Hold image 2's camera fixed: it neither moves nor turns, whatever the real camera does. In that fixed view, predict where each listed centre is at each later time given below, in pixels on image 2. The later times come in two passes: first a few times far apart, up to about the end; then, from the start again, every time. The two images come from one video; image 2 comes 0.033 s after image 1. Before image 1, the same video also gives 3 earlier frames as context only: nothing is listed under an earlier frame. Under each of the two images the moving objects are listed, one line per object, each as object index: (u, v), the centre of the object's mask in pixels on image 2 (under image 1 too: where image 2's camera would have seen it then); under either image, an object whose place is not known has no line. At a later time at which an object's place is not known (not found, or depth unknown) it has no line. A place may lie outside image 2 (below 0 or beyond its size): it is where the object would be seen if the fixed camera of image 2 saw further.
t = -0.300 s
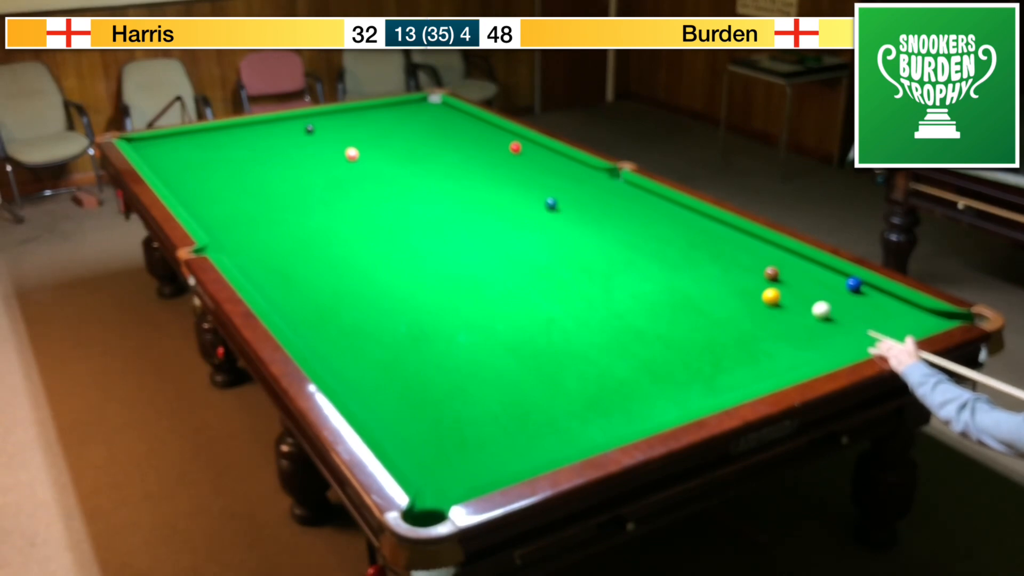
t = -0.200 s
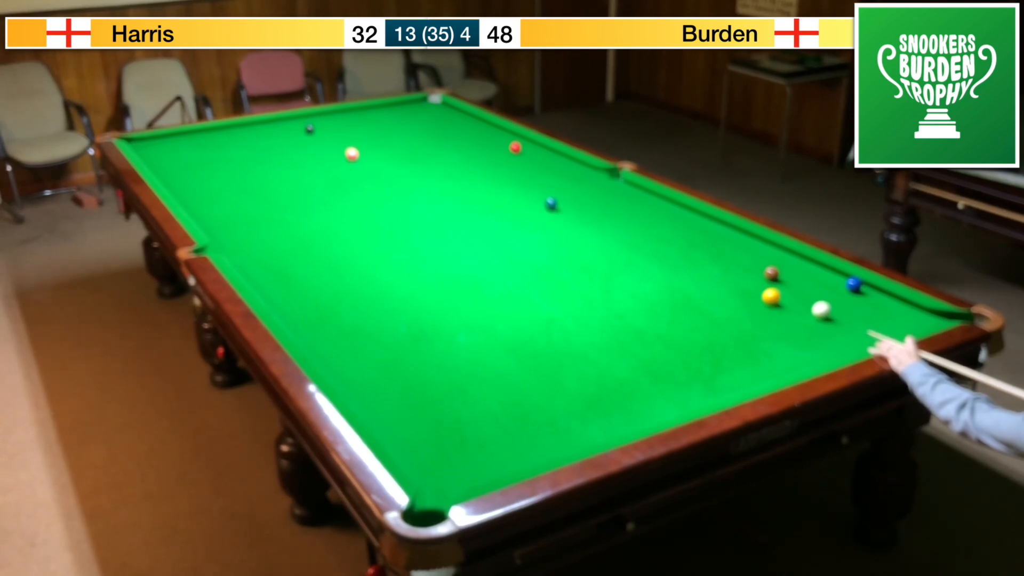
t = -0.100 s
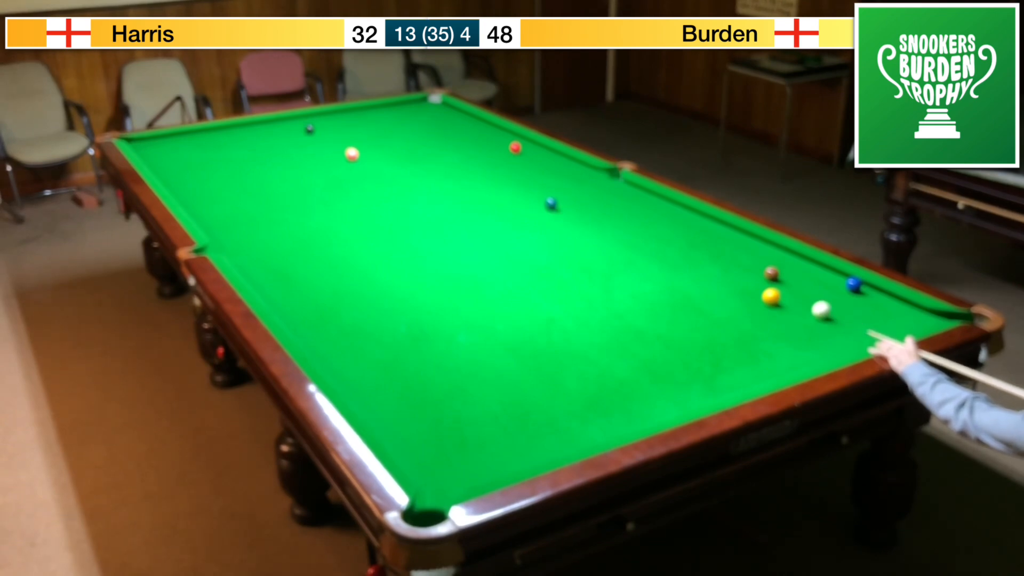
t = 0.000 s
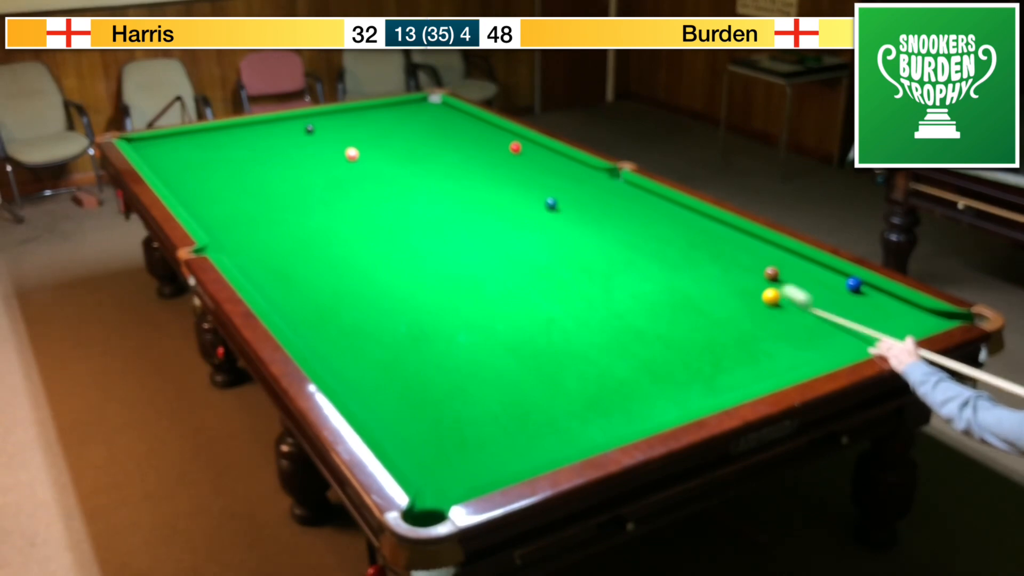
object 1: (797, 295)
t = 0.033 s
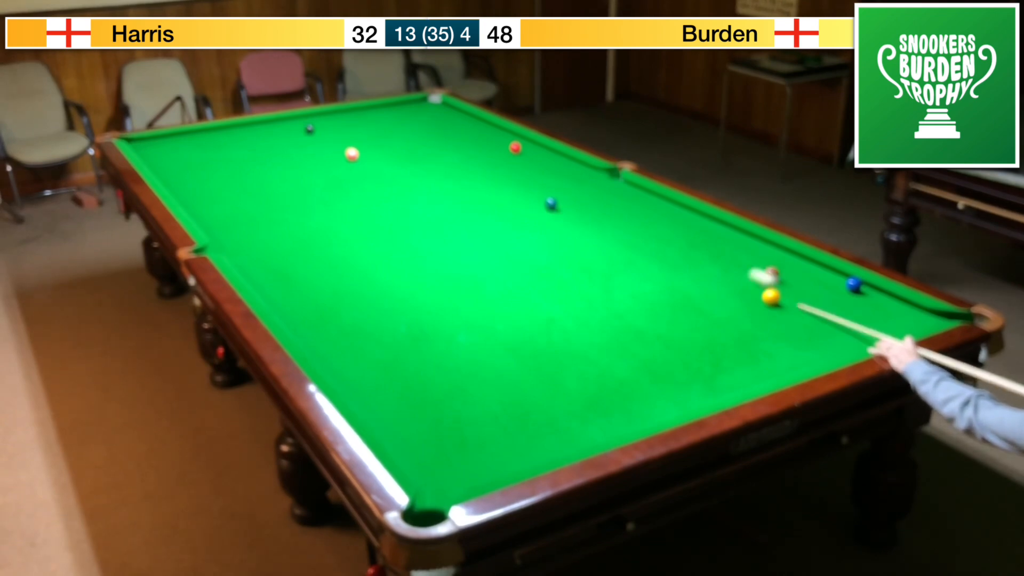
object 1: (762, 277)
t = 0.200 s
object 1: (635, 210)
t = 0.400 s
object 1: (538, 158)
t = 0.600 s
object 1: (532, 144)
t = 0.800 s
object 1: (526, 142)
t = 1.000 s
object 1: (514, 142)
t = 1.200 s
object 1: (502, 141)
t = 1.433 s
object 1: (489, 140)
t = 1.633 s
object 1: (479, 140)
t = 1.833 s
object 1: (470, 140)
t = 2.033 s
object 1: (462, 140)
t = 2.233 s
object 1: (455, 140)
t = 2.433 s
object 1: (449, 140)
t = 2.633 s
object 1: (444, 139)
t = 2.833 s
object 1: (439, 139)
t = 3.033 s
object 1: (435, 139)
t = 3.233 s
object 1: (433, 139)
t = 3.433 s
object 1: (431, 139)
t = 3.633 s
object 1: (430, 139)
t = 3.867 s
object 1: (430, 139)
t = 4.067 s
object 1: (430, 139)
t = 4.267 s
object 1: (430, 139)
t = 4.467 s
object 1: (430, 139)
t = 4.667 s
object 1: (430, 139)
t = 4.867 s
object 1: (430, 139)
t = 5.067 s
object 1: (430, 139)
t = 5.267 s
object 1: (430, 139)
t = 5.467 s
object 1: (430, 139)
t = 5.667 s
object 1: (430, 139)
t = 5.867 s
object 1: (430, 139)
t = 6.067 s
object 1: (430, 139)
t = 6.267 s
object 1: (430, 139)
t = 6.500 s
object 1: (430, 139)
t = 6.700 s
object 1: (430, 139)
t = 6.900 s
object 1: (430, 139)
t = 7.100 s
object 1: (430, 139)
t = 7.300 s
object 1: (430, 139)
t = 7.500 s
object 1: (430, 139)
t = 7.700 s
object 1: (430, 139)
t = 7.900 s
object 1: (430, 139)
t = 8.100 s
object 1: (430, 139)
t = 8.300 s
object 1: (430, 139)
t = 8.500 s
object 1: (430, 139)
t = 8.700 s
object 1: (430, 139)
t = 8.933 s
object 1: (430, 139)
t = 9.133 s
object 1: (430, 139)
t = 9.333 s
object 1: (430, 139)
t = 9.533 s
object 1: (430, 139)
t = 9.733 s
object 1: (430, 139)
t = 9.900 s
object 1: (430, 139)
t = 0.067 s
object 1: (732, 261)
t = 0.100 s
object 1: (704, 246)
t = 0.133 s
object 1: (680, 233)
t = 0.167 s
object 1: (657, 221)
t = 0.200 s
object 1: (635, 210)
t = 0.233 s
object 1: (616, 200)
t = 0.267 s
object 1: (598, 190)
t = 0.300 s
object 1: (581, 181)
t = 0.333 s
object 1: (566, 173)
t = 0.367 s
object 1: (552, 165)
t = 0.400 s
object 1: (538, 158)
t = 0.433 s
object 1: (526, 151)
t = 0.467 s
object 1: (524, 148)
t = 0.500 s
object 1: (527, 147)
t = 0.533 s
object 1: (529, 147)
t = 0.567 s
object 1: (530, 145)
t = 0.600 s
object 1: (532, 144)
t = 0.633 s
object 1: (533, 143)
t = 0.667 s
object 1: (535, 142)
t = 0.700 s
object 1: (533, 142)
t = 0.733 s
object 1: (531, 142)
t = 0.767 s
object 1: (528, 142)
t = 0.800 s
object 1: (526, 142)
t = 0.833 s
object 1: (524, 142)
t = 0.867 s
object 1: (522, 142)
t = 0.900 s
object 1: (520, 142)
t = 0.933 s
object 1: (518, 142)
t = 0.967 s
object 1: (516, 142)
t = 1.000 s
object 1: (514, 142)
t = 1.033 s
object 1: (512, 142)
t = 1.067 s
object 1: (509, 141)
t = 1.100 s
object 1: (507, 141)
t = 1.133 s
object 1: (506, 141)
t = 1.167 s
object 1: (503, 142)
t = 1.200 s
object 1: (502, 141)
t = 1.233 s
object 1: (500, 141)
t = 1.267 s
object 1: (498, 141)
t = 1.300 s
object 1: (496, 141)
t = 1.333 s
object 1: (494, 141)
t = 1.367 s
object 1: (493, 141)
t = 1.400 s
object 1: (491, 140)
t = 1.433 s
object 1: (489, 140)
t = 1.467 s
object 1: (487, 140)
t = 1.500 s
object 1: (486, 141)
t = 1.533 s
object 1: (484, 141)
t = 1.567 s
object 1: (483, 141)
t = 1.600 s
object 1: (481, 140)
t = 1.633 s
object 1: (479, 140)
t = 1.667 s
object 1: (478, 140)
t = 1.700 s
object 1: (476, 140)
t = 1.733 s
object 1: (475, 140)
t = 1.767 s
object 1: (473, 140)
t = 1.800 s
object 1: (472, 140)
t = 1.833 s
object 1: (470, 140)
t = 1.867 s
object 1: (469, 140)
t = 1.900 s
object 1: (468, 140)
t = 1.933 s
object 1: (466, 140)
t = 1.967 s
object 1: (465, 140)
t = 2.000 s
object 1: (463, 140)
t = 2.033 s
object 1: (462, 140)
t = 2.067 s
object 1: (461, 140)
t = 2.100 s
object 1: (460, 140)
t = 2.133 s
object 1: (459, 140)
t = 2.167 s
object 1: (457, 140)
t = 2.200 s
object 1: (456, 140)
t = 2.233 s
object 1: (455, 140)
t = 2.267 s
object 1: (454, 140)
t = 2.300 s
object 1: (453, 140)
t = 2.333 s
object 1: (452, 140)
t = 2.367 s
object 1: (451, 140)
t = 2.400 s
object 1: (450, 140)
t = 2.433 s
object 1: (449, 140)
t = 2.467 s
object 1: (448, 140)
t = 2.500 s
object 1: (447, 139)
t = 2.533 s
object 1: (446, 139)
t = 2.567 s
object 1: (445, 139)
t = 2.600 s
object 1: (445, 139)
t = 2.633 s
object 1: (444, 139)
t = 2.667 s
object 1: (443, 139)
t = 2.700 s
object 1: (442, 139)
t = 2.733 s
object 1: (441, 139)
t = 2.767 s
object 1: (441, 139)
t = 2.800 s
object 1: (440, 139)
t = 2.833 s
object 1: (439, 139)
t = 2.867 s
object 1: (438, 139)
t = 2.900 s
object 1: (438, 139)
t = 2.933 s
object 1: (437, 139)
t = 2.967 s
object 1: (437, 139)
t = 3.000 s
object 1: (436, 139)
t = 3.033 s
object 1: (435, 139)
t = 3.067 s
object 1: (435, 139)
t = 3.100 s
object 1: (434, 139)
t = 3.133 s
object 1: (434, 139)
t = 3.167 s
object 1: (433, 139)
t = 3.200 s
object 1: (433, 139)
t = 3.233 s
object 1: (433, 139)
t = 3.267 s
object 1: (432, 139)
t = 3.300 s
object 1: (432, 139)
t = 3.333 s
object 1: (432, 139)
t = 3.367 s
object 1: (431, 139)
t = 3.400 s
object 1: (431, 139)
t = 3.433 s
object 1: (431, 139)
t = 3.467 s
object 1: (431, 139)
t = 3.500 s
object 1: (430, 139)
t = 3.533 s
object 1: (430, 139)
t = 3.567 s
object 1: (430, 139)
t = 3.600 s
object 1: (430, 139)
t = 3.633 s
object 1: (430, 139)
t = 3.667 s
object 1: (430, 139)
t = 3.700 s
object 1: (430, 139)
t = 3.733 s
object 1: (430, 139)
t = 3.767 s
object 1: (430, 139)
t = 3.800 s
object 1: (430, 139)
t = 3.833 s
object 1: (430, 139)
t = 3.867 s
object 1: (430, 139)
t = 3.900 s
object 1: (430, 139)
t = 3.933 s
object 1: (430, 139)
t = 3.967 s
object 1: (430, 139)
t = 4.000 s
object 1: (430, 139)
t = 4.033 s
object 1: (430, 139)
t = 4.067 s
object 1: (430, 139)
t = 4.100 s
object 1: (430, 139)
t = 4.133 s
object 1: (430, 139)
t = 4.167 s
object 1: (430, 139)
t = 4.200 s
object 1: (430, 139)
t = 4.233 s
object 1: (430, 139)
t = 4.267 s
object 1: (430, 139)
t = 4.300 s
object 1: (430, 139)
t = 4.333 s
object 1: (430, 139)
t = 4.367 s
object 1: (430, 139)
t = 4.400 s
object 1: (430, 139)
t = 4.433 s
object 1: (430, 139)
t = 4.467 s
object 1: (430, 139)
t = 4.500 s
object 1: (430, 139)
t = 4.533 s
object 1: (430, 139)
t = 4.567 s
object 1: (430, 139)
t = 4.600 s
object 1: (430, 139)
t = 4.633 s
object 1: (430, 139)
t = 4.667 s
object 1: (430, 139)
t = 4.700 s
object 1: (430, 139)
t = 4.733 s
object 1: (430, 139)
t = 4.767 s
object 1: (430, 139)
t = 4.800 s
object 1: (430, 139)
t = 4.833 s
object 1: (430, 139)
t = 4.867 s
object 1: (430, 139)
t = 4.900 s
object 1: (430, 139)
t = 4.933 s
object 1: (430, 139)
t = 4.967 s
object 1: (430, 139)
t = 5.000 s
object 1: (430, 139)
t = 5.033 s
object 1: (430, 139)
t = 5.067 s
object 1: (430, 139)
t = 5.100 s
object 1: (430, 139)
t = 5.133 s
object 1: (430, 139)
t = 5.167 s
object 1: (430, 139)
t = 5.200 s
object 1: (430, 139)
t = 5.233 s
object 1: (430, 139)
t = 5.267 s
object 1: (430, 139)
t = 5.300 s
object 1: (430, 139)
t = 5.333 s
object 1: (430, 139)
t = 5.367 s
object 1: (430, 139)
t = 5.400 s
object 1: (430, 139)
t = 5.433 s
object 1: (430, 139)
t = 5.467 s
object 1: (430, 139)
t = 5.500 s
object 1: (430, 139)
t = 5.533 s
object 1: (430, 139)
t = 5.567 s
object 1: (430, 139)
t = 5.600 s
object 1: (430, 139)
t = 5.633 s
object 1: (430, 139)
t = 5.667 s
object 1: (430, 139)
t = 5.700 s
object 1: (430, 139)
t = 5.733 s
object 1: (430, 139)
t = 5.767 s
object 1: (430, 139)
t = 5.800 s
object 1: (430, 139)
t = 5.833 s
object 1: (430, 139)
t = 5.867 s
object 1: (430, 139)
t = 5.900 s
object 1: (430, 139)
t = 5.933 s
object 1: (430, 139)
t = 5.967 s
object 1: (430, 139)
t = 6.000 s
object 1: (430, 139)
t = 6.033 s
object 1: (430, 139)
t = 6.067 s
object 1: (430, 139)
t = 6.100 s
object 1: (430, 139)
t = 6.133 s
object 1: (430, 139)
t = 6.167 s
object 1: (430, 139)
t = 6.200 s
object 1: (430, 139)
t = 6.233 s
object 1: (430, 139)
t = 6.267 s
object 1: (430, 139)
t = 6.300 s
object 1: (430, 139)
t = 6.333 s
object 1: (430, 139)
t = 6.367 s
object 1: (430, 139)
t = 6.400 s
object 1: (430, 139)
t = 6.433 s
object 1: (430, 139)
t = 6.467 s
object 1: (430, 139)
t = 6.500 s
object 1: (430, 139)
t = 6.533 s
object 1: (430, 139)
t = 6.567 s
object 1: (430, 139)
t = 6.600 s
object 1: (430, 139)
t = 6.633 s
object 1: (430, 139)
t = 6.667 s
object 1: (430, 139)
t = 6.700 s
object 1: (430, 139)
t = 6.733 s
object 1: (430, 139)
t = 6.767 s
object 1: (430, 139)
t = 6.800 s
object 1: (430, 139)
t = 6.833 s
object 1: (430, 139)
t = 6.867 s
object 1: (430, 139)
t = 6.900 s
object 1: (430, 139)
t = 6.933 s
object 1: (430, 139)
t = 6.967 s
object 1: (430, 139)
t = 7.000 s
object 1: (430, 139)
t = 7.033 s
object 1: (430, 139)
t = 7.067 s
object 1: (430, 139)
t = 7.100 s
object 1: (430, 139)
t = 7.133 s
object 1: (430, 139)
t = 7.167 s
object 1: (430, 139)
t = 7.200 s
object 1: (430, 139)
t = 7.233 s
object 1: (430, 139)
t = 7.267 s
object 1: (430, 139)
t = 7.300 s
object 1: (430, 139)
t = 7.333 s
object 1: (430, 139)
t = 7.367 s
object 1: (430, 139)
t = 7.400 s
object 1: (430, 139)
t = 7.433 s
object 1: (430, 139)
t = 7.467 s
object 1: (430, 139)
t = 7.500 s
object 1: (430, 139)
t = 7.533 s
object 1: (430, 139)
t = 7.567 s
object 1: (430, 139)
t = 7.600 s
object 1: (430, 139)
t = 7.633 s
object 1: (430, 139)
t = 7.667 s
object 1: (430, 139)
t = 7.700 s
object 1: (430, 139)
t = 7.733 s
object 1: (430, 139)
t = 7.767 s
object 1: (430, 139)
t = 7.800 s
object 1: (430, 139)
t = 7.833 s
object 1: (430, 139)
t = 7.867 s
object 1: (430, 139)
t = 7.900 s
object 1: (430, 139)
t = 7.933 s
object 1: (430, 139)
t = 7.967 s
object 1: (430, 139)
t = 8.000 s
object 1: (430, 139)
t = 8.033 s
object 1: (430, 139)
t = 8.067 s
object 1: (430, 139)
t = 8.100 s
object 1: (430, 139)
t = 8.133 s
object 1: (430, 139)
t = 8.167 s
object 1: (430, 139)
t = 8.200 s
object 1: (430, 139)
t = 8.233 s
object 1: (430, 139)
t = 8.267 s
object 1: (430, 139)
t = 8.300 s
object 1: (430, 139)
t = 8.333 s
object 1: (430, 139)
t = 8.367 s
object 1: (430, 139)
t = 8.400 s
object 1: (430, 139)
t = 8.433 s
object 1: (430, 139)
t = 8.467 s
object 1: (430, 139)
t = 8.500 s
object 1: (430, 139)
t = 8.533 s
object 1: (430, 139)
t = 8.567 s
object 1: (430, 139)
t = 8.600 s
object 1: (430, 139)
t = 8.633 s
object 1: (430, 139)
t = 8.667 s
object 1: (430, 139)
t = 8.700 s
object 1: (430, 139)
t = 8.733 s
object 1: (430, 139)
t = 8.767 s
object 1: (430, 139)
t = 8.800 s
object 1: (430, 139)
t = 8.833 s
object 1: (430, 139)
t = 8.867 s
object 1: (430, 139)
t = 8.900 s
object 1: (430, 139)
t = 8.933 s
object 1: (430, 139)
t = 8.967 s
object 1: (430, 139)
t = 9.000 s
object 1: (430, 139)
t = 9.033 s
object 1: (430, 139)
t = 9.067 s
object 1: (430, 139)
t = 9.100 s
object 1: (430, 139)
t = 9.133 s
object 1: (430, 139)
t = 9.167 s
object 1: (430, 139)
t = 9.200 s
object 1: (430, 139)
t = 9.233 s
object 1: (430, 139)
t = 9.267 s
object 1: (430, 139)
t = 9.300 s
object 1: (430, 139)
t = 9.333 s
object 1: (430, 139)
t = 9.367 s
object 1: (430, 139)
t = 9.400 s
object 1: (430, 139)
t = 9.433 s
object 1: (430, 139)
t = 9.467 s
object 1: (430, 139)
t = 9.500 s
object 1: (430, 139)
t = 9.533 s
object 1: (430, 139)
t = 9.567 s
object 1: (430, 139)
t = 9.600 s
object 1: (430, 139)
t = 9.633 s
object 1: (430, 139)
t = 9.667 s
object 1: (430, 139)
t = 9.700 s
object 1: (430, 139)
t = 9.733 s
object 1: (430, 139)
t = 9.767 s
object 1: (430, 139)
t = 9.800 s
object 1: (430, 139)
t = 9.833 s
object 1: (430, 139)
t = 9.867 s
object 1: (430, 139)
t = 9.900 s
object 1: (430, 139)
